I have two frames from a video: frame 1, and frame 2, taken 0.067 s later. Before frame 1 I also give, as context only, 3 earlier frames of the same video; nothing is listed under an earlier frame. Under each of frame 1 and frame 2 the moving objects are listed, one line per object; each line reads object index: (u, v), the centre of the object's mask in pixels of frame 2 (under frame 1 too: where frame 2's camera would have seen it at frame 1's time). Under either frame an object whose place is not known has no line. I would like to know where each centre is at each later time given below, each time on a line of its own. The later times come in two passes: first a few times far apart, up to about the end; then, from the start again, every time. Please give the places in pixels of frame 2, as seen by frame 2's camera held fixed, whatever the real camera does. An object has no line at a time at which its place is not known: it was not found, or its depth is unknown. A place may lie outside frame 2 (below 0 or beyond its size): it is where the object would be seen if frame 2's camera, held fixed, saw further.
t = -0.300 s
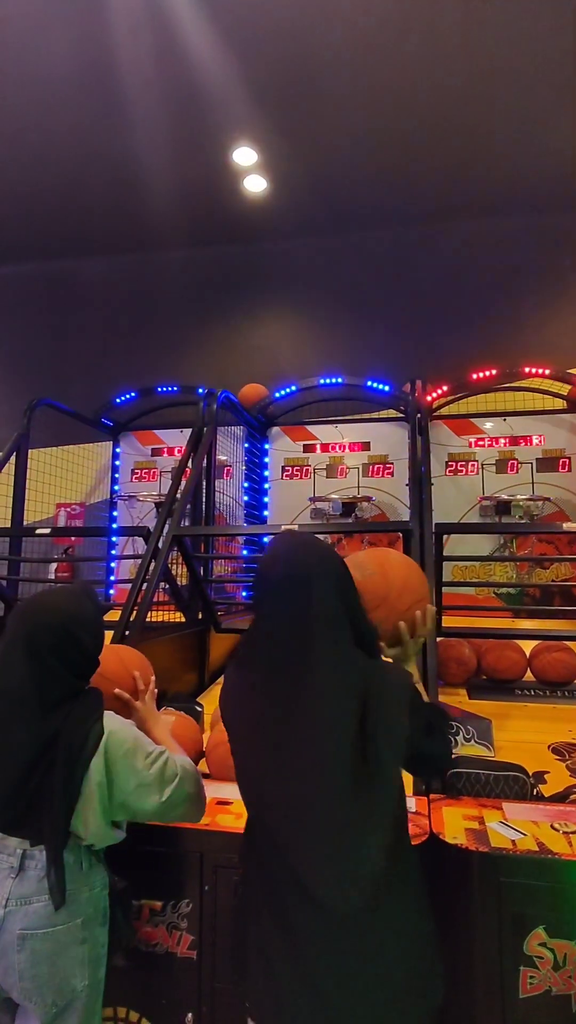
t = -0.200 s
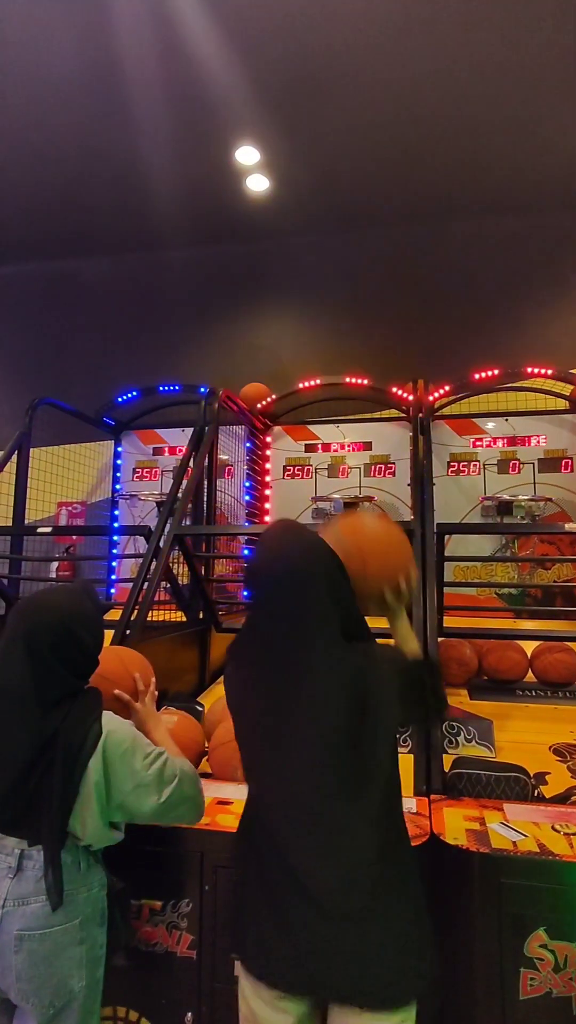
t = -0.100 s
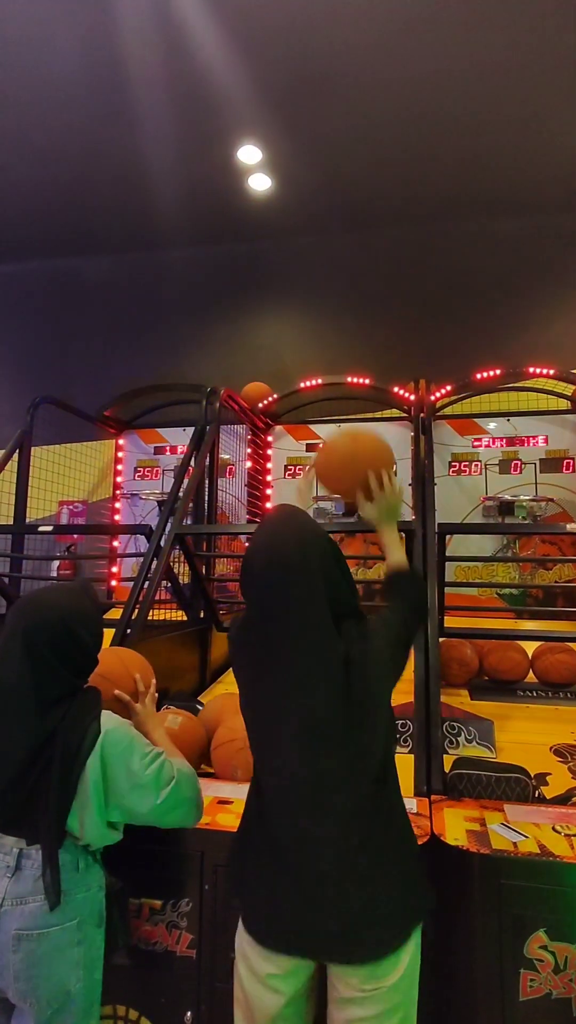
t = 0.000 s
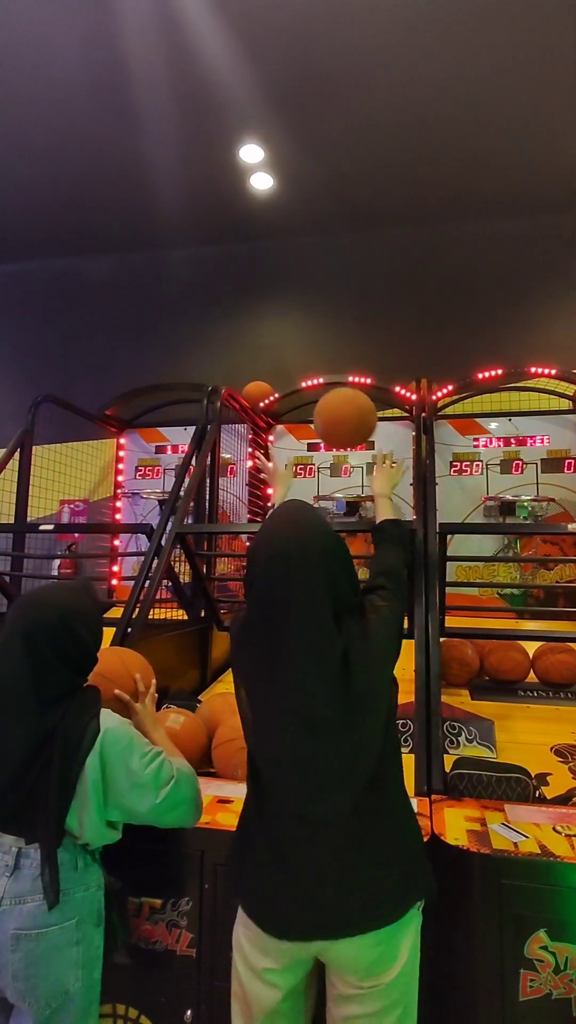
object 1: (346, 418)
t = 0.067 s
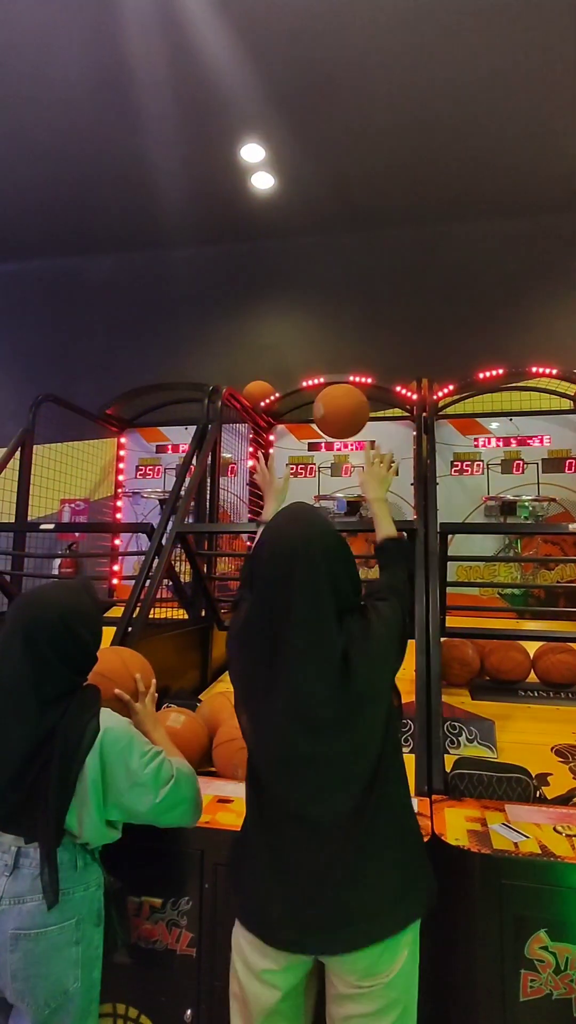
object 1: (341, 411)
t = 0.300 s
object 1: (328, 456)
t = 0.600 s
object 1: (378, 460)
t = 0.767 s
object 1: (394, 464)
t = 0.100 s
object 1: (339, 412)
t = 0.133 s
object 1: (337, 415)
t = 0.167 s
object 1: (335, 420)
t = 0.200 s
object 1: (333, 426)
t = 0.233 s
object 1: (331, 435)
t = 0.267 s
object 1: (330, 445)
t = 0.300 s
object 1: (328, 456)
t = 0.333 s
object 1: (327, 468)
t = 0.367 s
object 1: (326, 480)
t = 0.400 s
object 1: (331, 480)
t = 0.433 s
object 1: (339, 478)
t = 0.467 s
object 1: (348, 477)
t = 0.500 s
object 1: (357, 475)
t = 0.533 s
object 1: (364, 468)
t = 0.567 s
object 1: (371, 464)
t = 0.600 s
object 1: (378, 460)
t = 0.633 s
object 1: (386, 459)
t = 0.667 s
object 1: (393, 459)
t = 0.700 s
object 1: (398, 461)
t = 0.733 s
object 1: (397, 462)
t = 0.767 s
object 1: (394, 464)
